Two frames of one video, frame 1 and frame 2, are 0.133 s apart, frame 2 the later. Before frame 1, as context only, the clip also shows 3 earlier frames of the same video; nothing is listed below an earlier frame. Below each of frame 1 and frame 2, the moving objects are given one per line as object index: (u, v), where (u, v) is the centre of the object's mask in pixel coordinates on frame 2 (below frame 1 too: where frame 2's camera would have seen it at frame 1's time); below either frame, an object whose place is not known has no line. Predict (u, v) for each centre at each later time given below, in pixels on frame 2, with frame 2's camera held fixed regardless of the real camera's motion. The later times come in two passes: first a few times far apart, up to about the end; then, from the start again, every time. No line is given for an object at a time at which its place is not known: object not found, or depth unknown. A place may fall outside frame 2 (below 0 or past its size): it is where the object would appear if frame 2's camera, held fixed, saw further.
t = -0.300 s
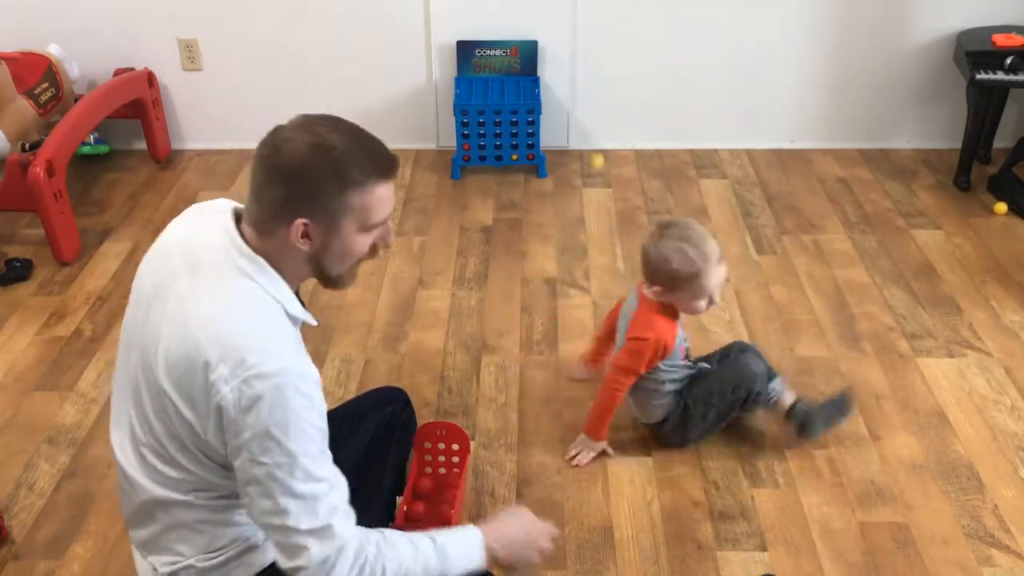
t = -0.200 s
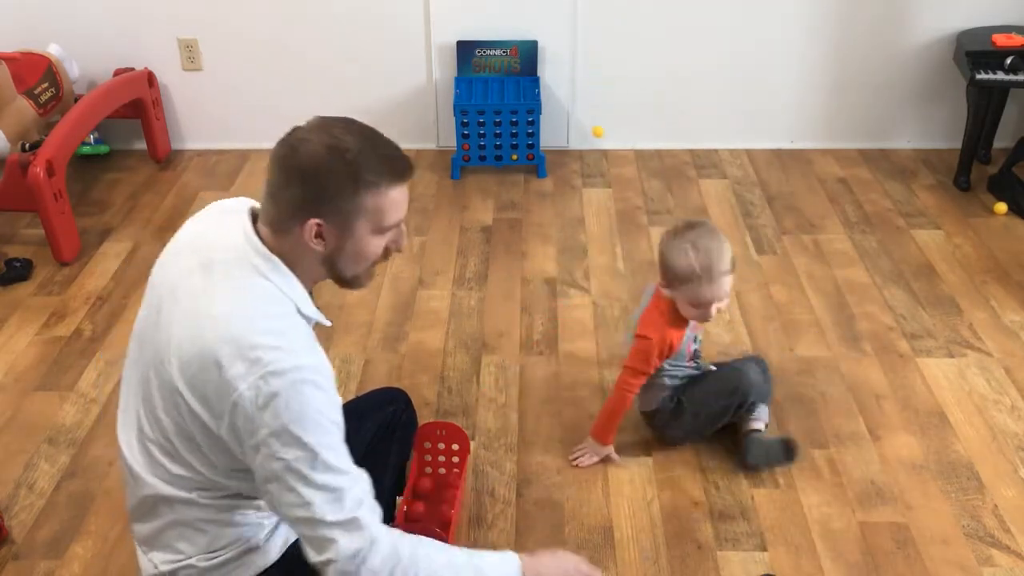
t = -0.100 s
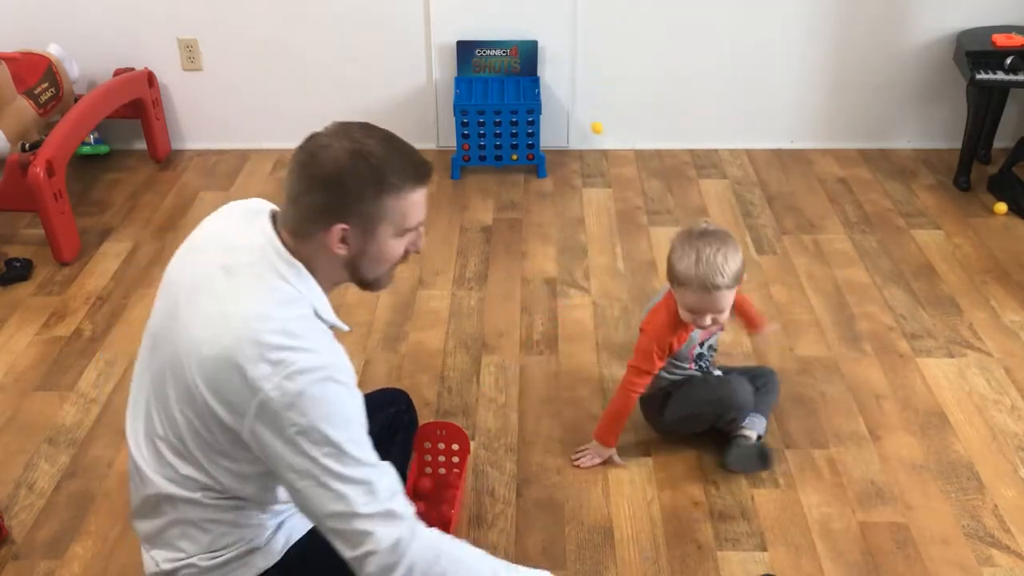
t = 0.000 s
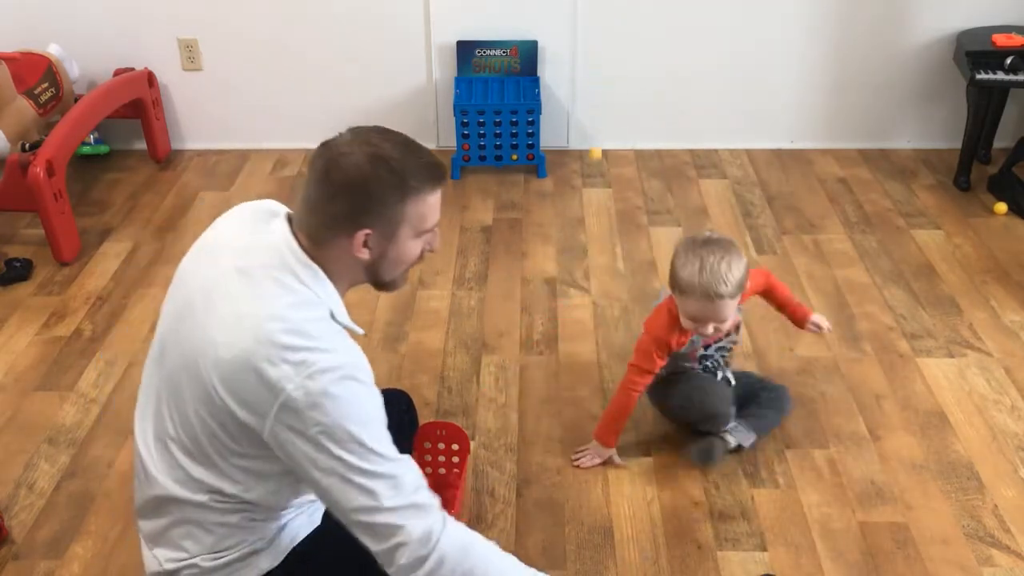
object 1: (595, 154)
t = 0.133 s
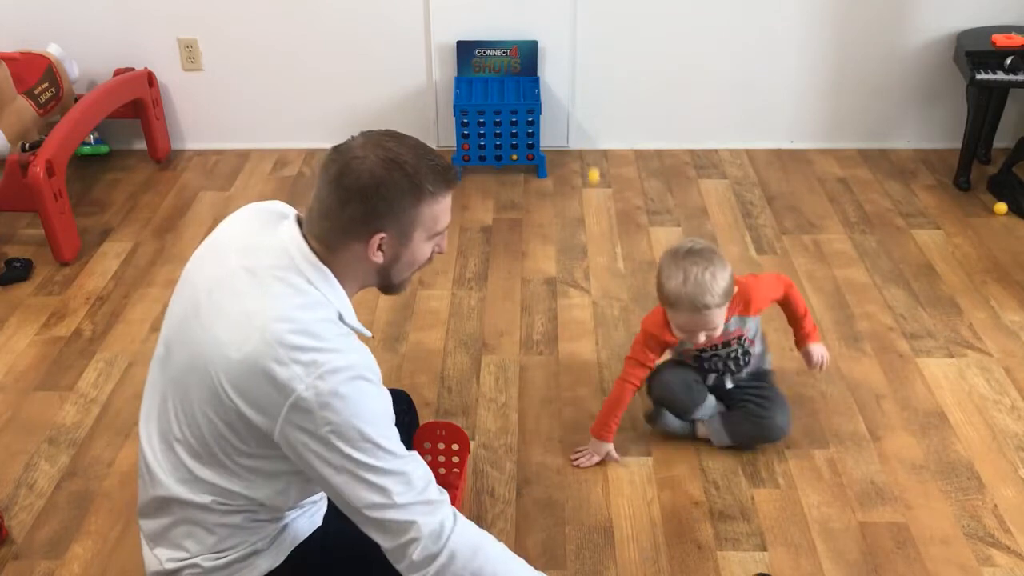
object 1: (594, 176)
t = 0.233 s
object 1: (593, 147)
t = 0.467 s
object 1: (590, 175)
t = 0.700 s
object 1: (589, 154)
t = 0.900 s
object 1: (589, 141)
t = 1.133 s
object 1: (590, 139)
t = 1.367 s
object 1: (587, 136)
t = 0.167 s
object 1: (594, 163)
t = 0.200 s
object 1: (593, 154)
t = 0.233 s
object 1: (593, 147)
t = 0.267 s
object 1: (593, 145)
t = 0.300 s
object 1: (593, 145)
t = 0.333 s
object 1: (591, 148)
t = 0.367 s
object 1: (591, 155)
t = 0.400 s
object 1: (590, 163)
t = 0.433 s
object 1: (590, 175)
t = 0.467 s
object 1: (590, 175)
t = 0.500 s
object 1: (590, 162)
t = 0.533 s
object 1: (589, 154)
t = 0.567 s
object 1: (590, 147)
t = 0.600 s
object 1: (589, 146)
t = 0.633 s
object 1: (589, 146)
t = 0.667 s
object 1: (589, 147)
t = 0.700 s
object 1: (589, 154)
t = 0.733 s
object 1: (589, 163)
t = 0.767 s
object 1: (589, 163)
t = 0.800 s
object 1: (589, 153)
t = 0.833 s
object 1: (589, 146)
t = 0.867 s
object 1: (589, 141)
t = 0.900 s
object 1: (589, 141)
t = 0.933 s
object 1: (589, 141)
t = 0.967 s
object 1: (589, 146)
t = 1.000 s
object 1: (590, 153)
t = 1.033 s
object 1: (590, 151)
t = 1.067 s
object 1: (589, 142)
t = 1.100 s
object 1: (589, 140)
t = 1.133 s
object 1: (590, 139)
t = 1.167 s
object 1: (589, 139)
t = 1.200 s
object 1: (589, 143)
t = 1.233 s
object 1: (589, 148)
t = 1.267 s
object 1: (588, 143)
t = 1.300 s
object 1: (588, 139)
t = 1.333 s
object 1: (587, 136)
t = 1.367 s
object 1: (587, 136)
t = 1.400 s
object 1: (586, 141)
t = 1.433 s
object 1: (586, 146)
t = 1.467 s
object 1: (586, 146)
